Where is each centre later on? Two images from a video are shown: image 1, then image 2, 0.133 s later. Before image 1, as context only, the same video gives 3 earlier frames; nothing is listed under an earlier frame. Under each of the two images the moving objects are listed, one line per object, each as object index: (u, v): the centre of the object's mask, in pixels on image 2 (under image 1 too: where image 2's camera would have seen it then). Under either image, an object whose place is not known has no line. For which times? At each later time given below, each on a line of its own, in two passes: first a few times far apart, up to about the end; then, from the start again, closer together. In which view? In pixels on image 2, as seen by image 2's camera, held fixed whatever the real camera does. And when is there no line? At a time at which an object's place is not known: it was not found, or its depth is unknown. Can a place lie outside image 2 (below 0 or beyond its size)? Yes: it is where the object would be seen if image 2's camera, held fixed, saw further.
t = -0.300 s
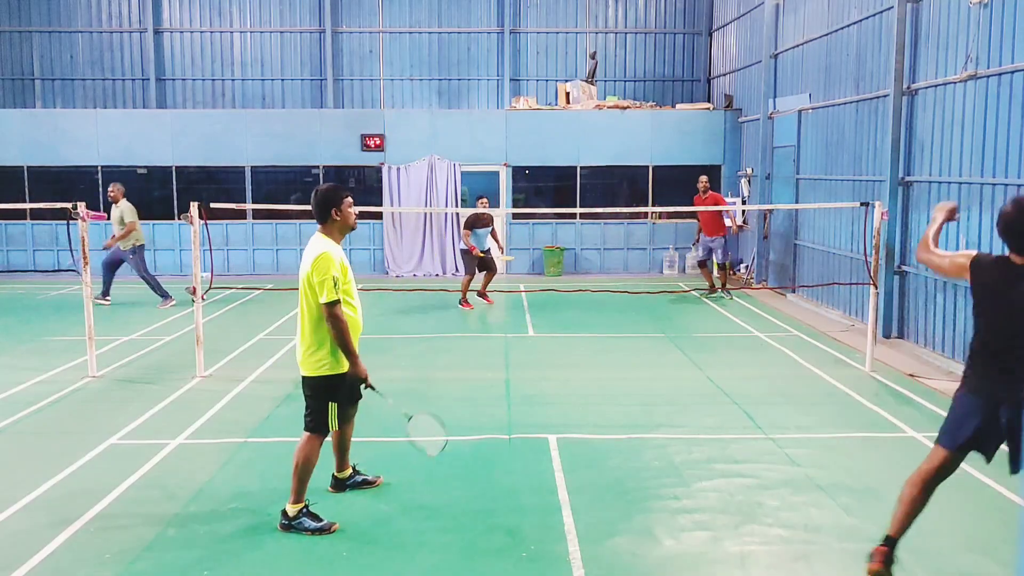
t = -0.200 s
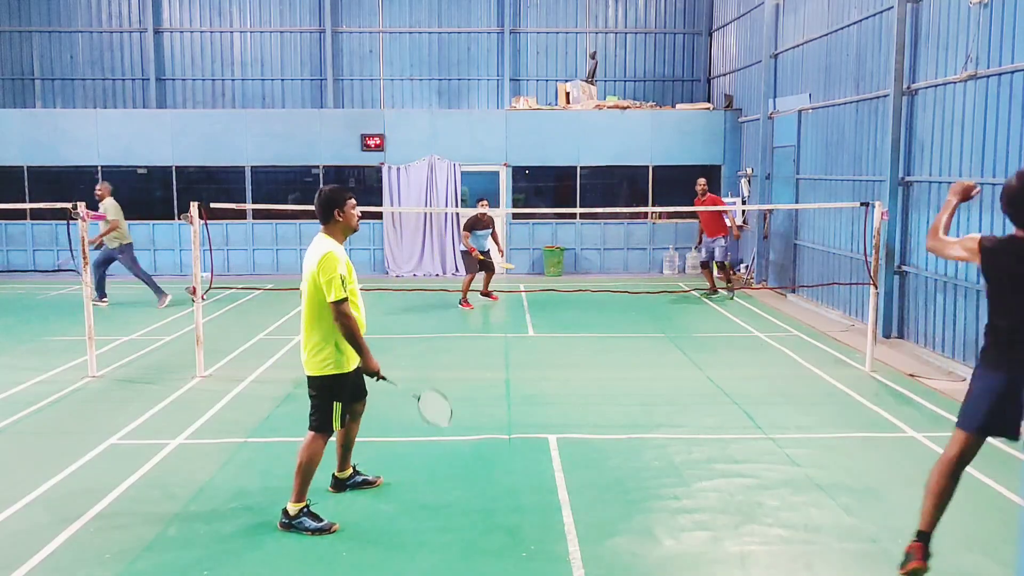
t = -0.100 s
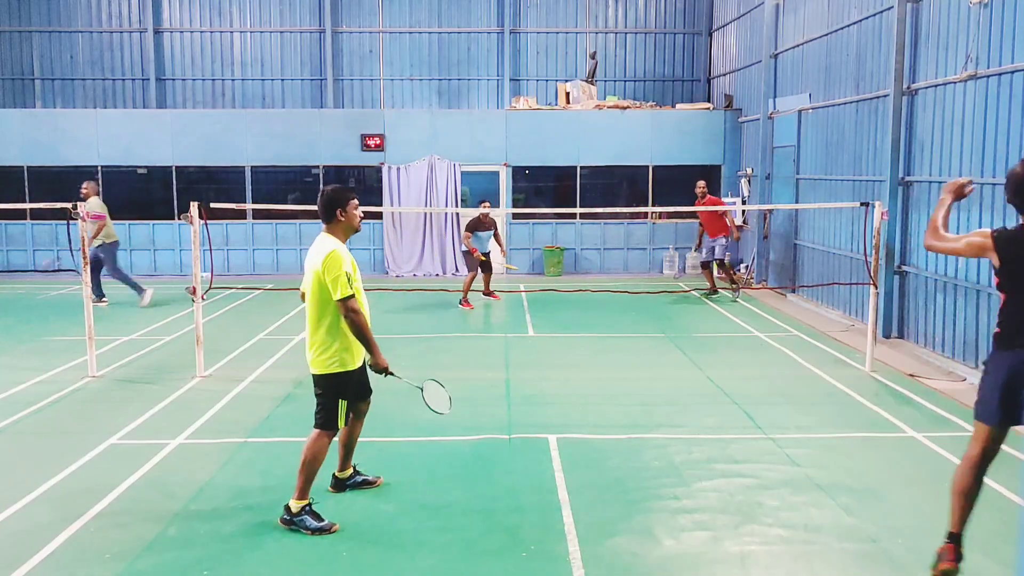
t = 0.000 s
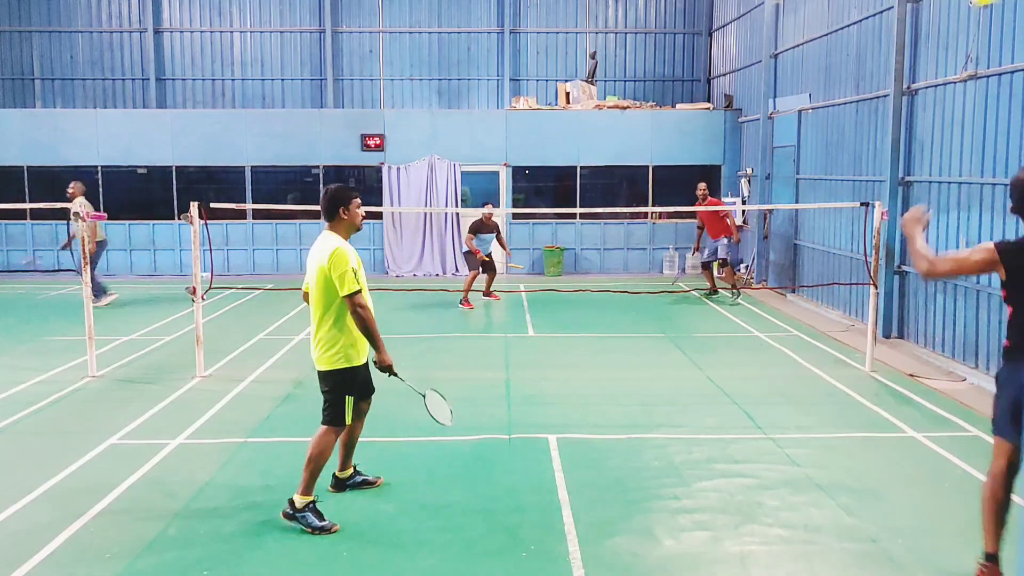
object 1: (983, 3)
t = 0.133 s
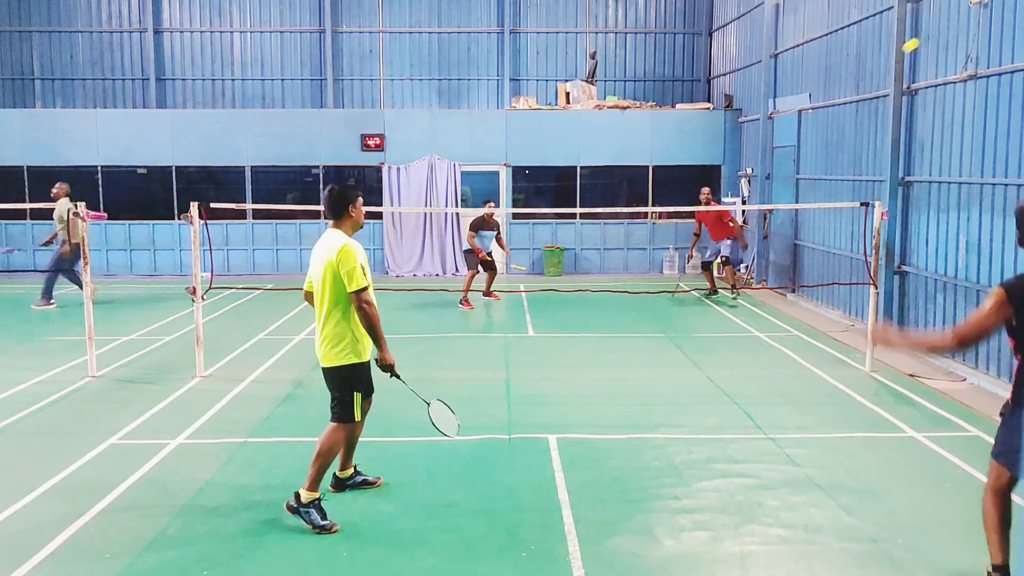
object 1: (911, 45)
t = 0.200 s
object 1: (882, 67)
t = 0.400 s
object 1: (831, 137)
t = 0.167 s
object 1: (896, 56)
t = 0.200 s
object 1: (882, 67)
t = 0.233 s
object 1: (872, 78)
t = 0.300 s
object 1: (853, 101)
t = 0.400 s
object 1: (831, 137)
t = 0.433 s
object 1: (825, 148)
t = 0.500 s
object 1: (814, 174)
